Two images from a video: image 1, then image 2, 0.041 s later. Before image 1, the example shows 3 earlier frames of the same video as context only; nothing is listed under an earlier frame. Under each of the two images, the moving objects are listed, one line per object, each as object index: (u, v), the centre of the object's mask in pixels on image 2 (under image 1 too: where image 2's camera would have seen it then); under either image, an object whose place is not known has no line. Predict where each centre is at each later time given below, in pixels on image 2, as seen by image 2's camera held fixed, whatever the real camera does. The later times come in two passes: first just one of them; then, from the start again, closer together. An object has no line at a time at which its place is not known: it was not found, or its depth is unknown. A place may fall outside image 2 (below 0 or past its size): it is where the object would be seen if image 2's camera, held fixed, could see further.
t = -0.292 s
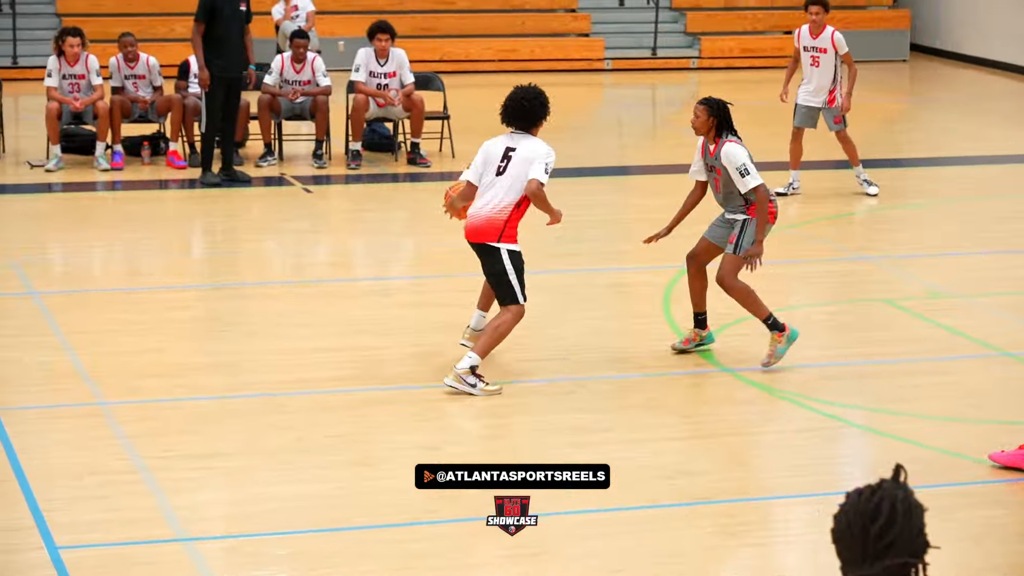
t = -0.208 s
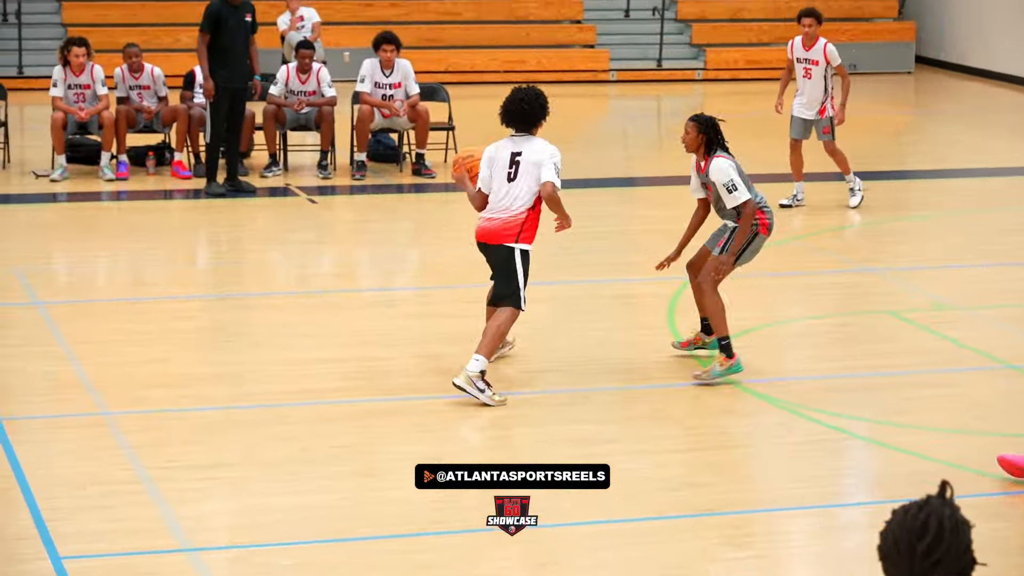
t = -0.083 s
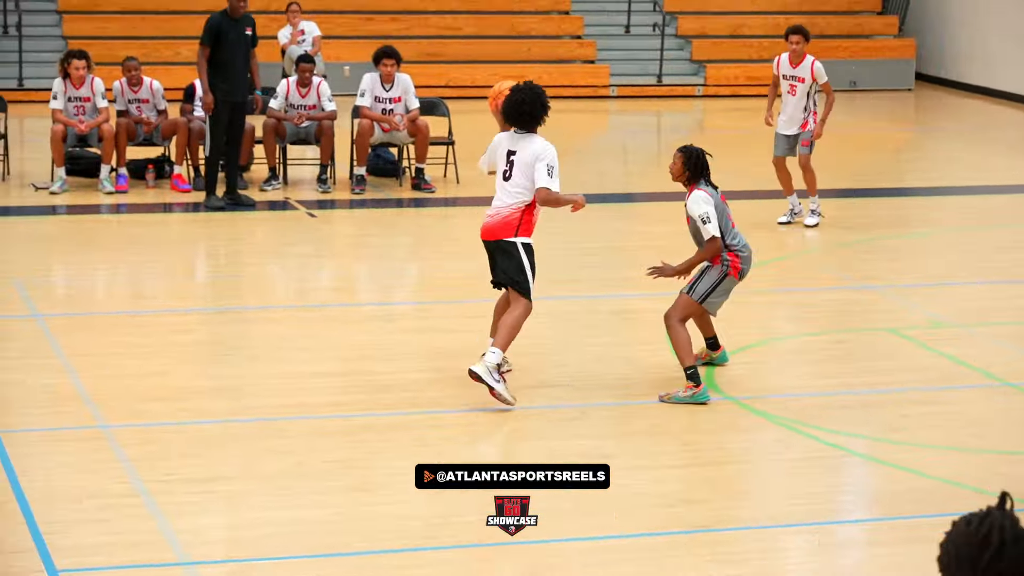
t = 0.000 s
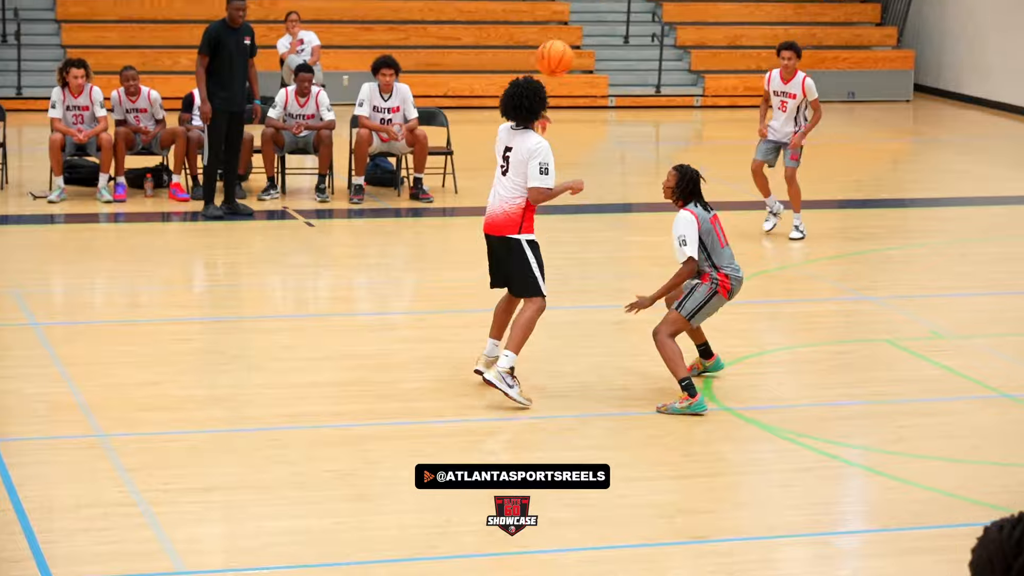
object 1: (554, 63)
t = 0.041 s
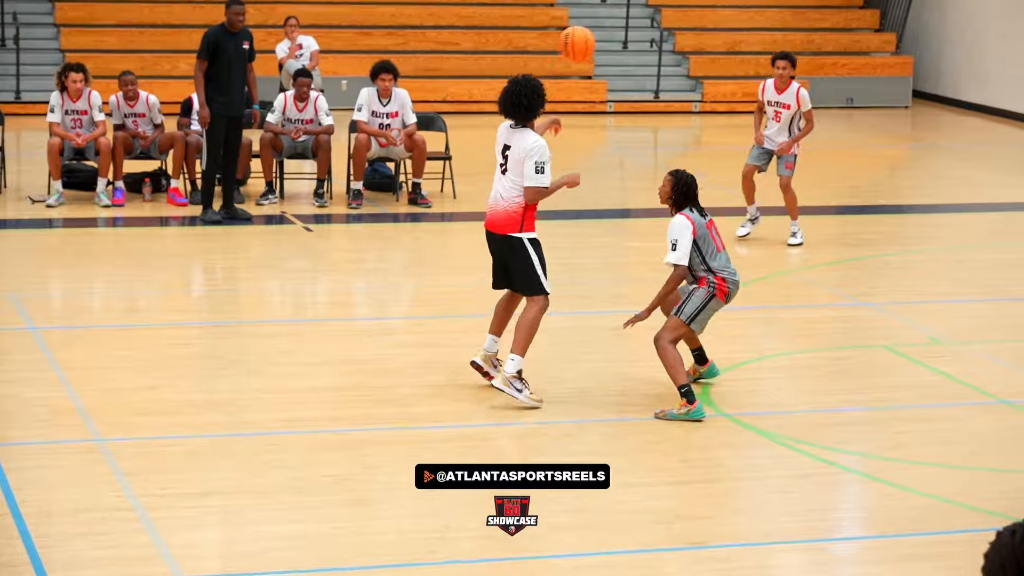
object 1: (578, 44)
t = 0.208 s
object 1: (647, -2)
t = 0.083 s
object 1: (597, 27)
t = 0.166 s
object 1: (631, 5)
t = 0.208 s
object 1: (647, -2)
